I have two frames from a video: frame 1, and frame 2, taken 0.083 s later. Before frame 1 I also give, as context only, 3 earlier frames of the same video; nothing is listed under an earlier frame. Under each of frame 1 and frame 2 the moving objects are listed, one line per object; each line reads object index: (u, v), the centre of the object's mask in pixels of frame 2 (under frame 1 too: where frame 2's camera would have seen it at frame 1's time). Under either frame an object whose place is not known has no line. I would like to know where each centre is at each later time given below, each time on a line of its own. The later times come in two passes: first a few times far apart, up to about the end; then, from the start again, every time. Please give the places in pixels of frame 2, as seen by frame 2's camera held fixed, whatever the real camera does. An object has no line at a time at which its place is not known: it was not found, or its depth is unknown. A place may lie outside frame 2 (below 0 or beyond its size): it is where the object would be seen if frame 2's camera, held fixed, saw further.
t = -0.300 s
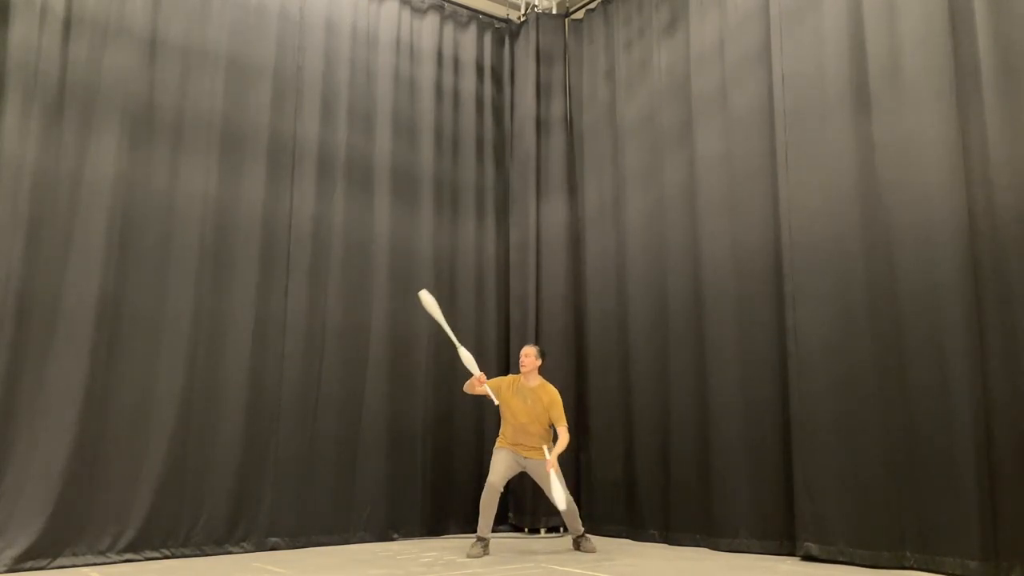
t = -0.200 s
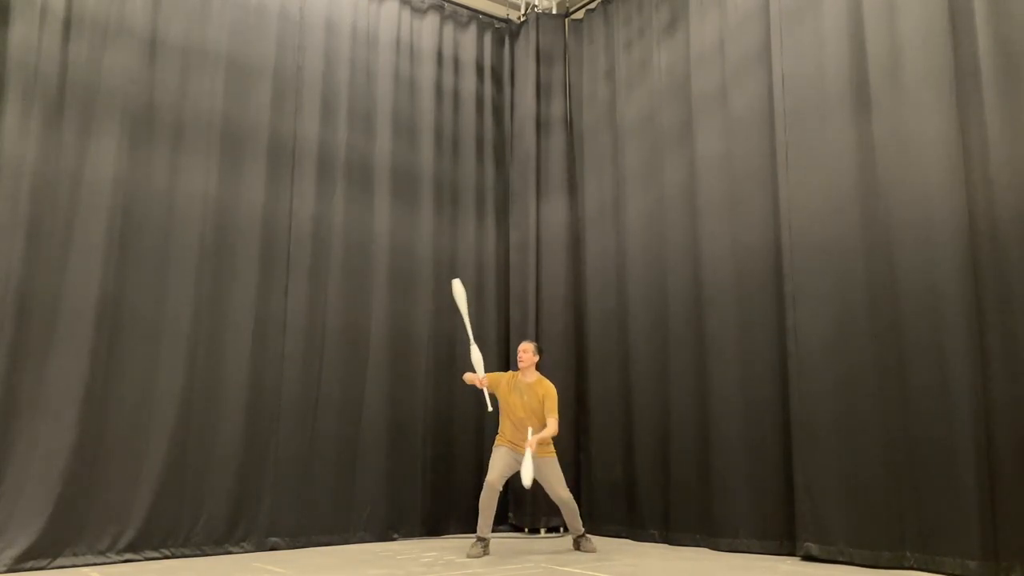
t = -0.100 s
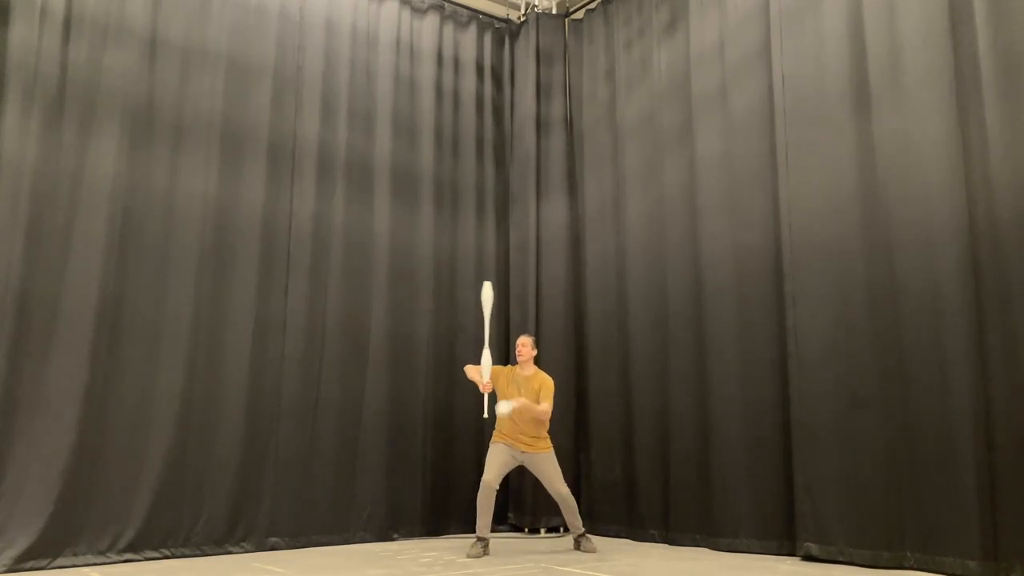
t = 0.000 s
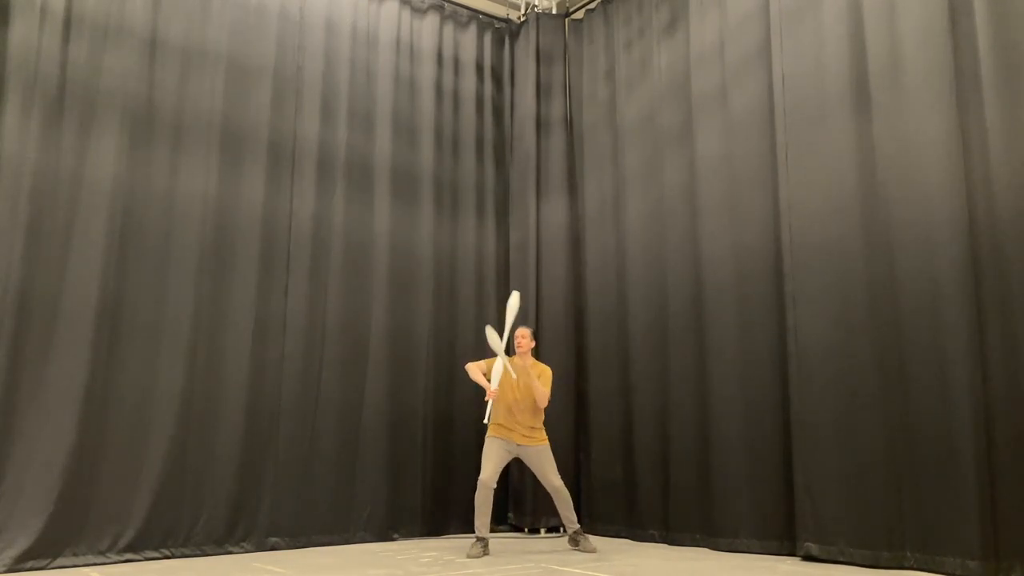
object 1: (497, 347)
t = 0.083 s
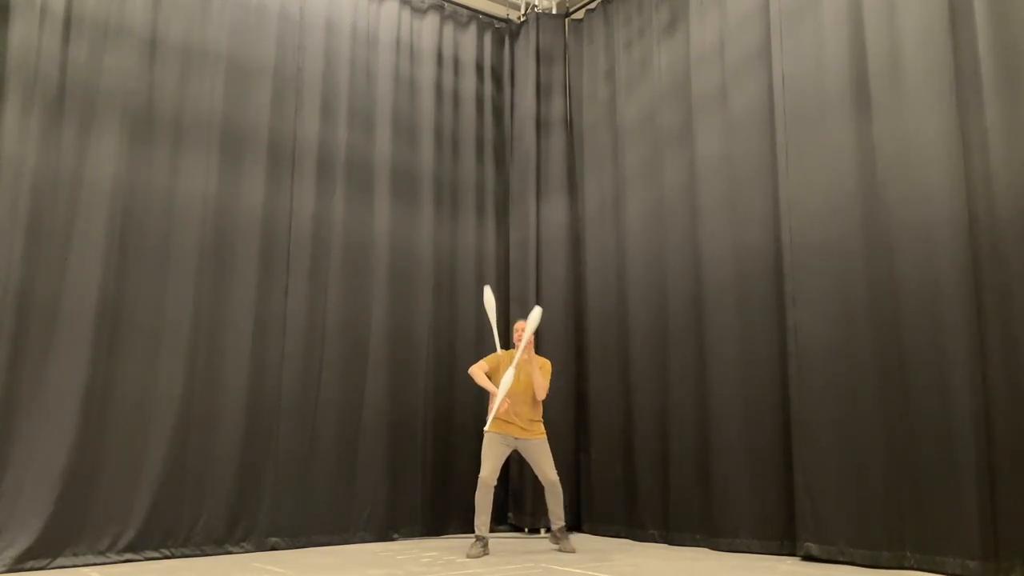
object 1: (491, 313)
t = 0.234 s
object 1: (477, 279)
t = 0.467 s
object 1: (459, 279)
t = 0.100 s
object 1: (490, 310)
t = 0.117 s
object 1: (489, 305)
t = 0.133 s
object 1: (487, 300)
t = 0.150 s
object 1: (486, 296)
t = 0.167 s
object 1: (484, 292)
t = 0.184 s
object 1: (483, 289)
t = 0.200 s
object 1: (481, 285)
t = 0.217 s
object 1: (479, 282)
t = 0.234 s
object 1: (477, 279)
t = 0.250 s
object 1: (476, 276)
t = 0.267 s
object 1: (474, 274)
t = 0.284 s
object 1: (473, 272)
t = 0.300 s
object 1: (472, 270)
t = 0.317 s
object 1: (471, 269)
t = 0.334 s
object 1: (470, 269)
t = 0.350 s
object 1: (469, 269)
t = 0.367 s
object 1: (467, 270)
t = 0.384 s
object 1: (466, 271)
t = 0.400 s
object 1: (465, 272)
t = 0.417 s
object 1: (463, 273)
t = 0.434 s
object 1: (462, 275)
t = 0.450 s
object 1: (461, 277)
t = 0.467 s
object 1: (459, 279)
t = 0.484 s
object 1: (457, 282)
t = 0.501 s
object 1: (456, 285)
